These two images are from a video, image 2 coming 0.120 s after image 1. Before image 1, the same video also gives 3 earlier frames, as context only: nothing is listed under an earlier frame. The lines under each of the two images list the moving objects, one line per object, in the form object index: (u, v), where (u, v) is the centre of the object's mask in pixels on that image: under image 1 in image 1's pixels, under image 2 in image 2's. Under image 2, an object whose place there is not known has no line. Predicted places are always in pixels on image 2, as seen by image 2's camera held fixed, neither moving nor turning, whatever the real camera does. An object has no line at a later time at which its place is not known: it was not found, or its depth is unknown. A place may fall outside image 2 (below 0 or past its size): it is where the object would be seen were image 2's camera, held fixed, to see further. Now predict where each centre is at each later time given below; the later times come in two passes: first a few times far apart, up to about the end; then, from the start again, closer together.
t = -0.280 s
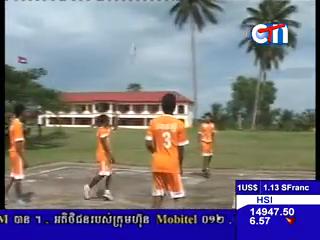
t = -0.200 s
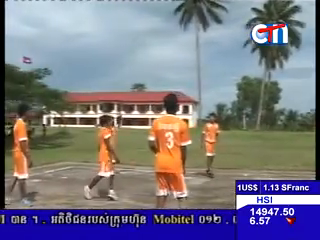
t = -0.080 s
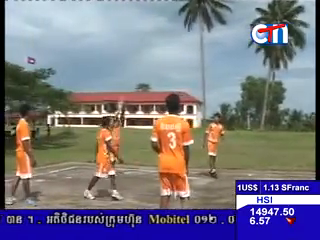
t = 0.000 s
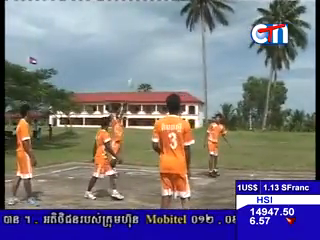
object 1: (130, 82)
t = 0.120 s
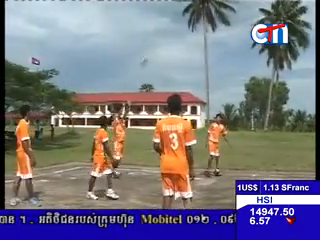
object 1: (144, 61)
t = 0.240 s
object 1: (157, 38)
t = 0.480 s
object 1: (182, 14)
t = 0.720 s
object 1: (209, 10)
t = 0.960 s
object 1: (237, 32)
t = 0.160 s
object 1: (149, 53)
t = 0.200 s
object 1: (153, 45)
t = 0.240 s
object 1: (157, 38)
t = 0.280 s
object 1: (161, 34)
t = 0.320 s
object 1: (166, 28)
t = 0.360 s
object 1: (169, 25)
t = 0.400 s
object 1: (173, 20)
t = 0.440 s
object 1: (177, 17)
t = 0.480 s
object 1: (182, 14)
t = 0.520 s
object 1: (185, 12)
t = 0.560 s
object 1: (191, 10)
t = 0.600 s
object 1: (196, 8)
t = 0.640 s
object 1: (200, 8)
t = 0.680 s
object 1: (204, 9)
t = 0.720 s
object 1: (209, 10)
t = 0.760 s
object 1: (214, 11)
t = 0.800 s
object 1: (219, 13)
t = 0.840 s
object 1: (222, 16)
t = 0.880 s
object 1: (228, 21)
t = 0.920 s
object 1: (231, 24)
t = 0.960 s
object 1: (237, 32)
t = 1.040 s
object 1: (247, 43)
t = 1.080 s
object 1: (252, 50)
